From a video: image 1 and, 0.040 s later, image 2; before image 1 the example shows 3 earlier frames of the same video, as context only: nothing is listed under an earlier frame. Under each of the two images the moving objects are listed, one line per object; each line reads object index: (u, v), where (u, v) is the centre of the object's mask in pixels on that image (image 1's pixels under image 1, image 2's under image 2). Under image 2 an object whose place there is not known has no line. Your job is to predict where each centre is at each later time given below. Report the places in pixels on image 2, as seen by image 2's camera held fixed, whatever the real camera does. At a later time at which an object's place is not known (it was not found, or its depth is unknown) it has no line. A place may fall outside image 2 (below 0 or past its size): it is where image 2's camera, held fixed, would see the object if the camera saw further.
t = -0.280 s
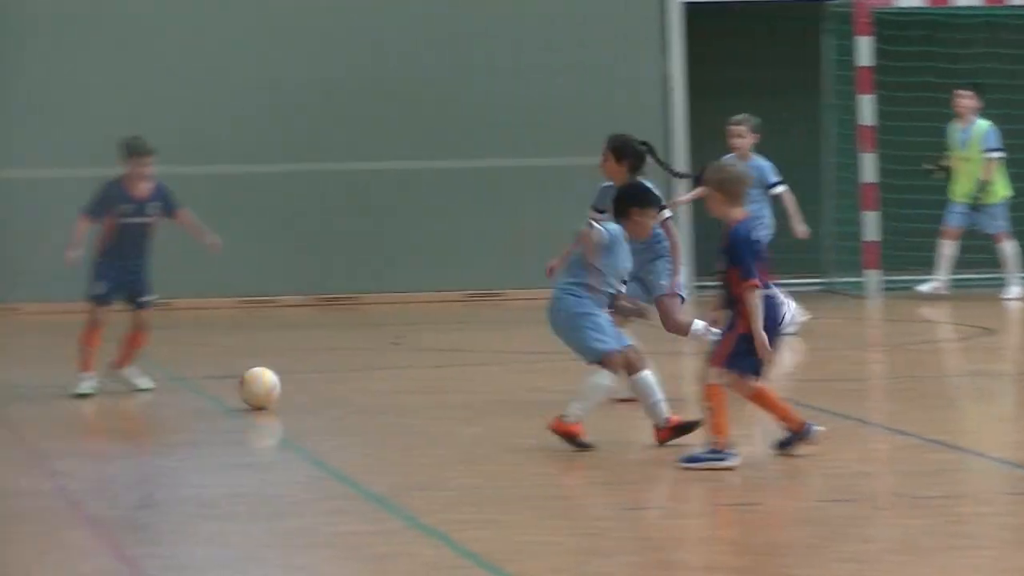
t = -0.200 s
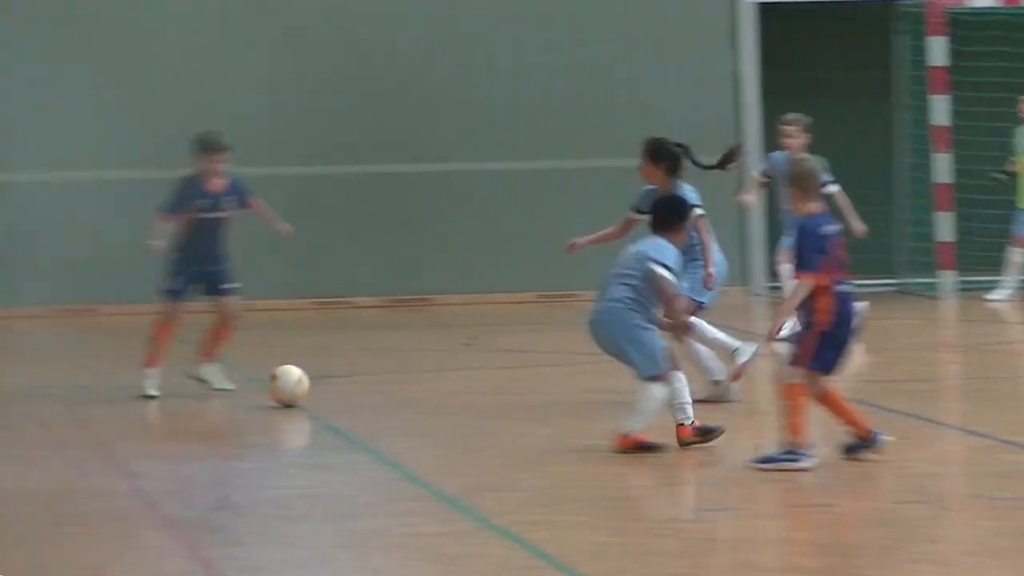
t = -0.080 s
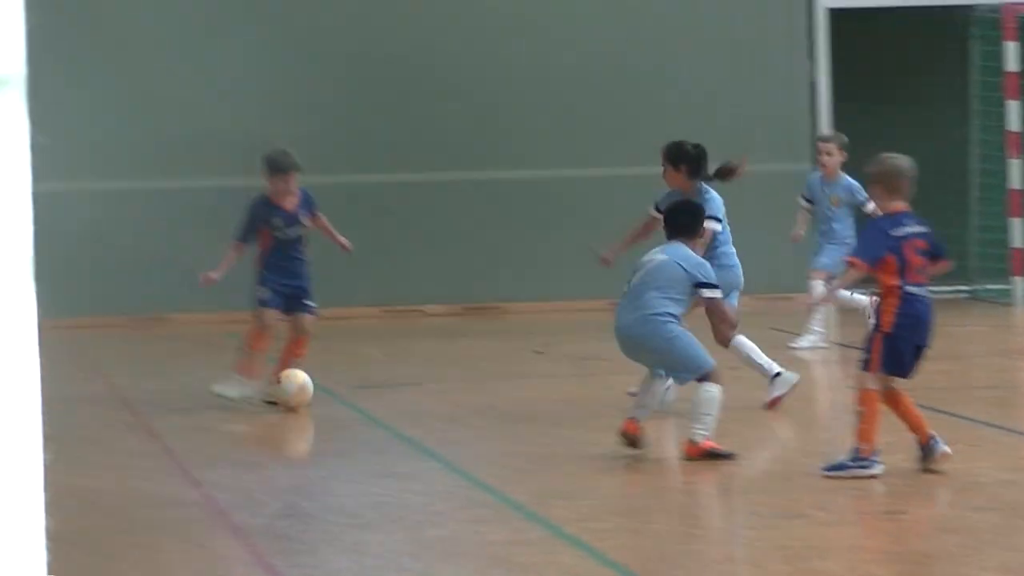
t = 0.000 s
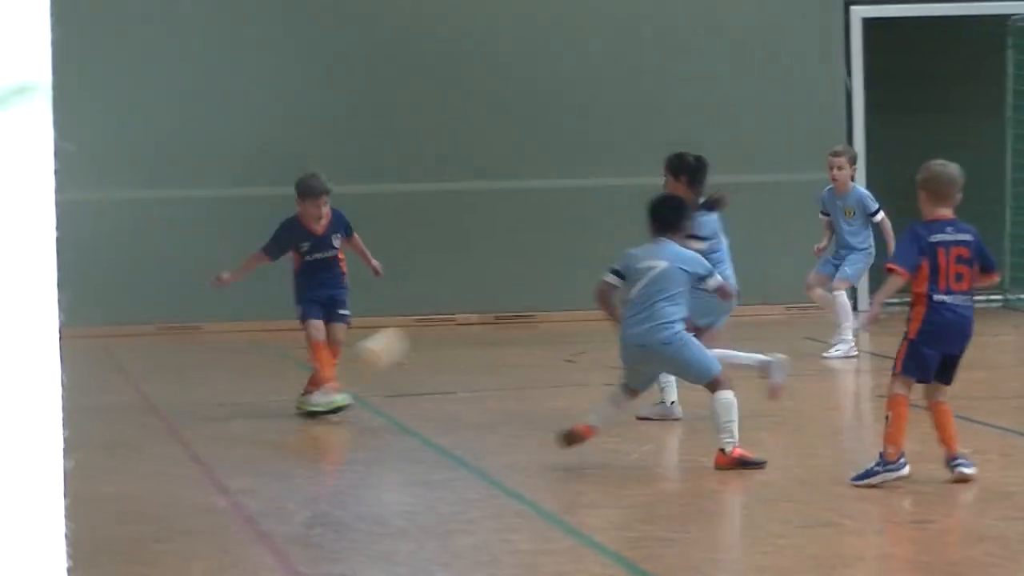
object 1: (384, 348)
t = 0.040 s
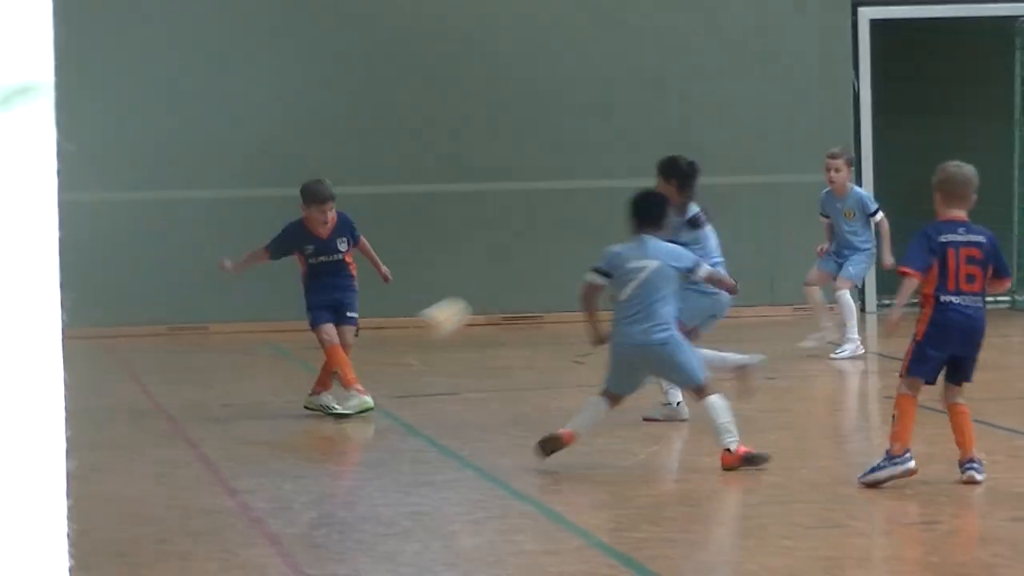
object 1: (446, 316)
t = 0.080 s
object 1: (504, 292)
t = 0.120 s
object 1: (555, 264)
